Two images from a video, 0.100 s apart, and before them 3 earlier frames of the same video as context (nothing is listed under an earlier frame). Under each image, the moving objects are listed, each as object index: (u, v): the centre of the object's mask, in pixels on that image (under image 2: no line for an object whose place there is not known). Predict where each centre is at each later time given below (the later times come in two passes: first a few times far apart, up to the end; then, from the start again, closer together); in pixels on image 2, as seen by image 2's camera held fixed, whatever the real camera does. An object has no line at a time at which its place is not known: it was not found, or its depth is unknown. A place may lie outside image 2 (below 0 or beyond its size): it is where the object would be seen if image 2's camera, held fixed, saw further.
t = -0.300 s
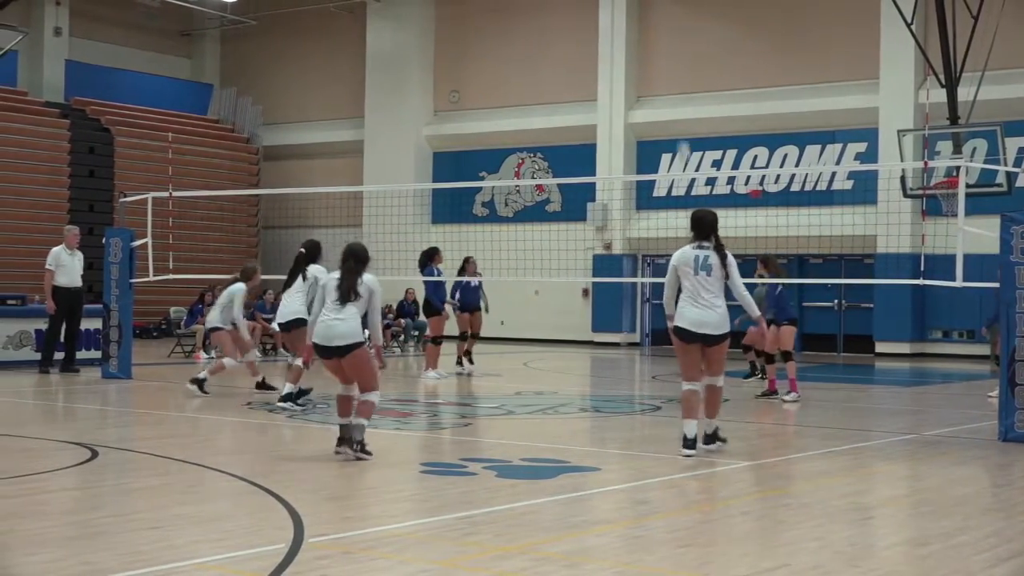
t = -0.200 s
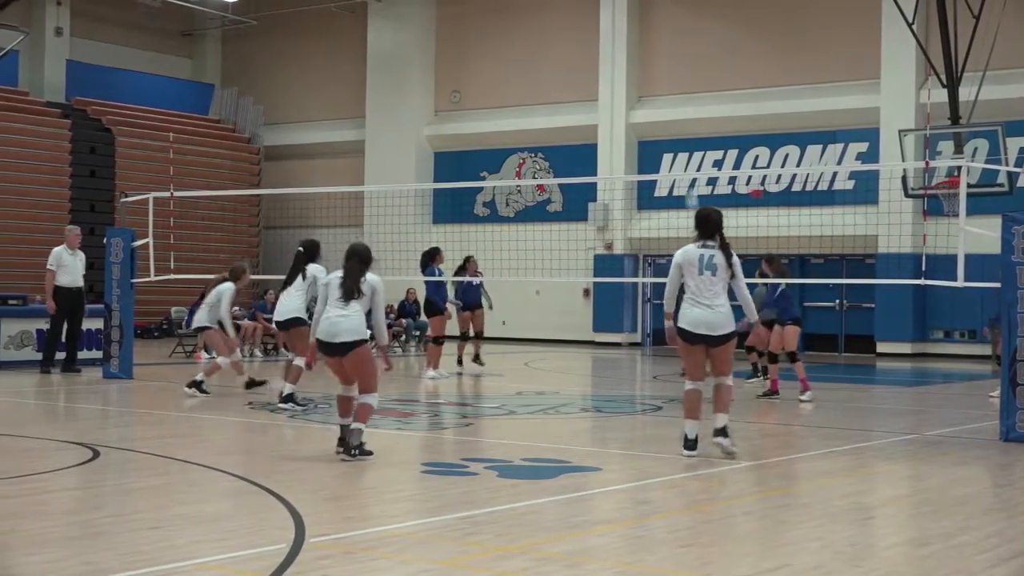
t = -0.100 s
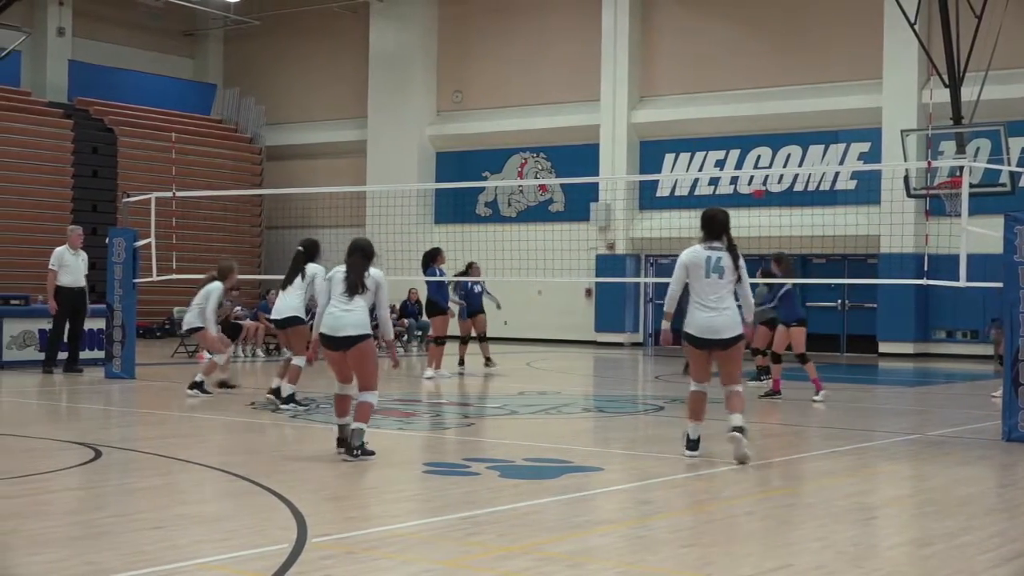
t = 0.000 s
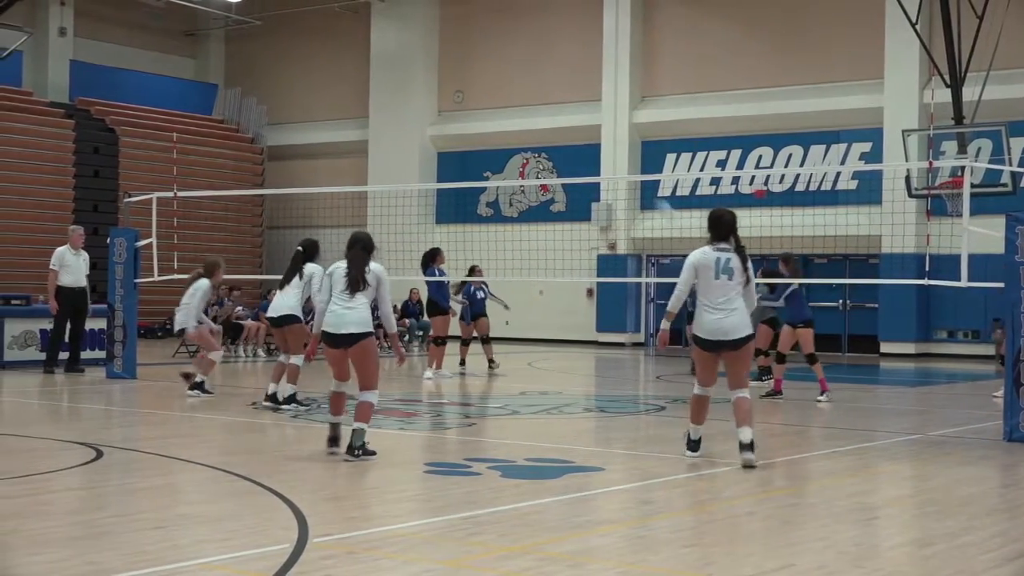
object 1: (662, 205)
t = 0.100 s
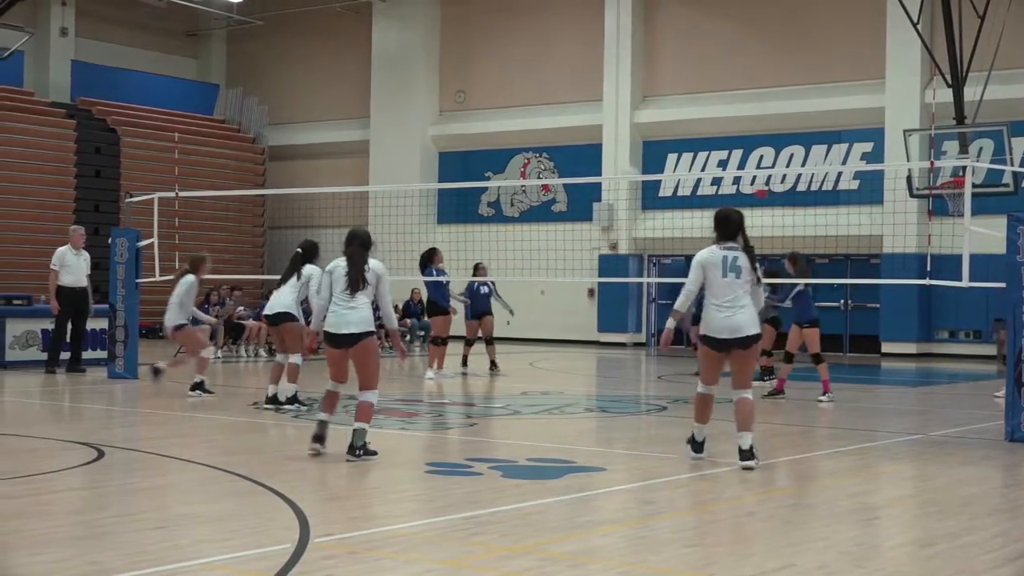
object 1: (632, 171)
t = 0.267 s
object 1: (556, 121)
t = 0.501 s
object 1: (454, 79)
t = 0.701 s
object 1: (347, 75)
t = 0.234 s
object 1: (578, 131)
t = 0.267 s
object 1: (556, 121)
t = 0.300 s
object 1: (548, 111)
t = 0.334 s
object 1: (533, 104)
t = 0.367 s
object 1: (517, 98)
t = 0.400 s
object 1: (501, 91)
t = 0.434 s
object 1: (486, 87)
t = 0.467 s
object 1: (470, 82)
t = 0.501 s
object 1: (454, 79)
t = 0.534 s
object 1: (439, 74)
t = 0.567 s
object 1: (420, 72)
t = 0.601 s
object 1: (403, 70)
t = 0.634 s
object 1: (385, 69)
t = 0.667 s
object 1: (365, 72)
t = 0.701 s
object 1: (347, 75)
